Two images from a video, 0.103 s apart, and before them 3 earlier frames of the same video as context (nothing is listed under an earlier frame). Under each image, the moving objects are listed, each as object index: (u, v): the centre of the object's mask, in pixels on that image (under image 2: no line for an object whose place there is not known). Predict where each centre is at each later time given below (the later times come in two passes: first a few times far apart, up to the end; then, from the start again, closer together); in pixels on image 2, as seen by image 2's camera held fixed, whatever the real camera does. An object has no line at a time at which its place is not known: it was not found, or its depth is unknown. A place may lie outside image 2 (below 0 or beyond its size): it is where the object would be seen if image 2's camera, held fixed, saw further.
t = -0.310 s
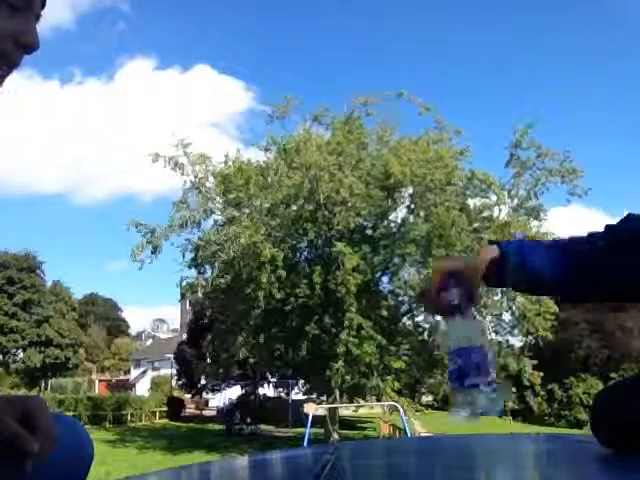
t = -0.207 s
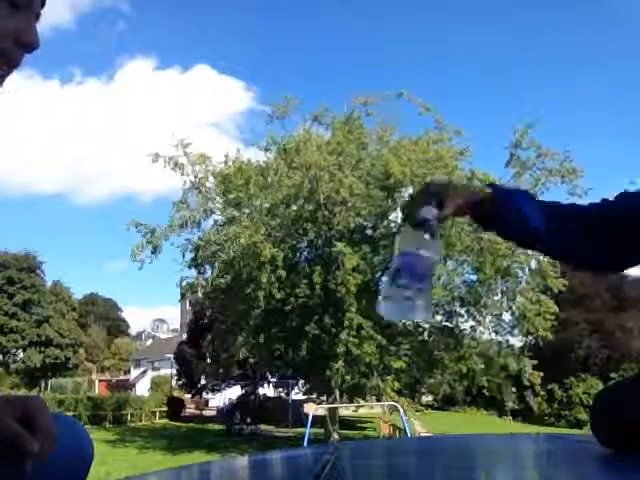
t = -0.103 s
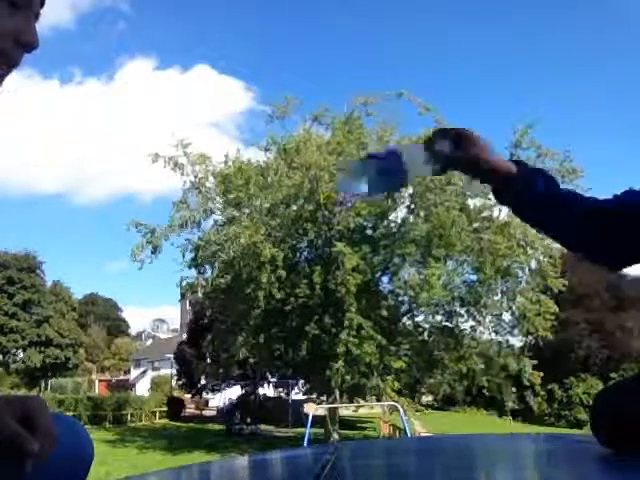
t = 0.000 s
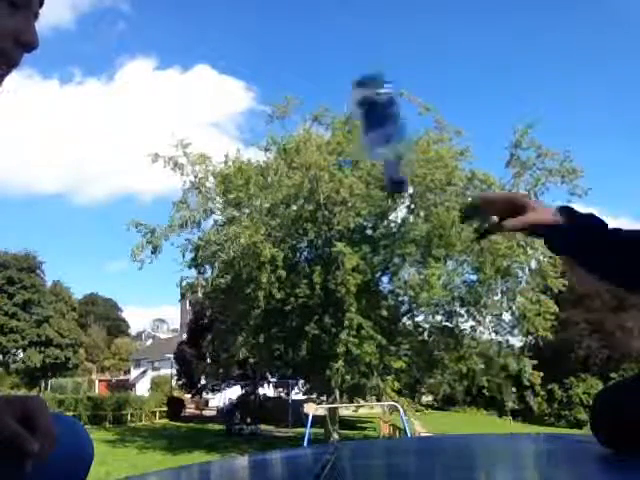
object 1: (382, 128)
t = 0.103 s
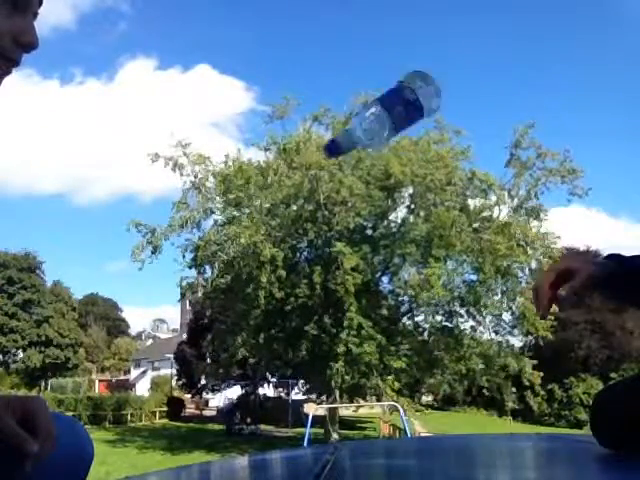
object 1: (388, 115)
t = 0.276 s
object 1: (429, 268)
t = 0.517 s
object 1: (512, 416)
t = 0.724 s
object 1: (559, 441)
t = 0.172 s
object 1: (401, 147)
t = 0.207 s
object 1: (408, 177)
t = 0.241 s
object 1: (417, 217)
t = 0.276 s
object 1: (429, 268)
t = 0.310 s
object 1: (442, 339)
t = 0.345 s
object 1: (452, 396)
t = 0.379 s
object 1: (465, 402)
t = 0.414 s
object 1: (477, 404)
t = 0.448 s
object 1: (487, 406)
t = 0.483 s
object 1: (499, 409)
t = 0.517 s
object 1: (512, 416)
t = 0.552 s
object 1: (527, 426)
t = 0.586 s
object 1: (527, 444)
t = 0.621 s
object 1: (548, 443)
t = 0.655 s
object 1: (557, 442)
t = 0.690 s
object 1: (558, 441)
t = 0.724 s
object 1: (559, 441)
